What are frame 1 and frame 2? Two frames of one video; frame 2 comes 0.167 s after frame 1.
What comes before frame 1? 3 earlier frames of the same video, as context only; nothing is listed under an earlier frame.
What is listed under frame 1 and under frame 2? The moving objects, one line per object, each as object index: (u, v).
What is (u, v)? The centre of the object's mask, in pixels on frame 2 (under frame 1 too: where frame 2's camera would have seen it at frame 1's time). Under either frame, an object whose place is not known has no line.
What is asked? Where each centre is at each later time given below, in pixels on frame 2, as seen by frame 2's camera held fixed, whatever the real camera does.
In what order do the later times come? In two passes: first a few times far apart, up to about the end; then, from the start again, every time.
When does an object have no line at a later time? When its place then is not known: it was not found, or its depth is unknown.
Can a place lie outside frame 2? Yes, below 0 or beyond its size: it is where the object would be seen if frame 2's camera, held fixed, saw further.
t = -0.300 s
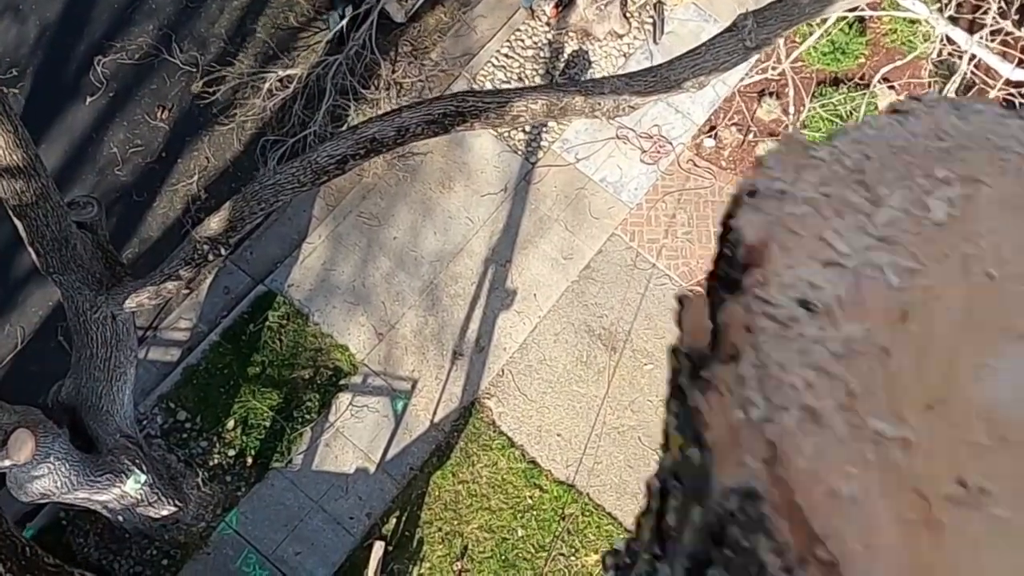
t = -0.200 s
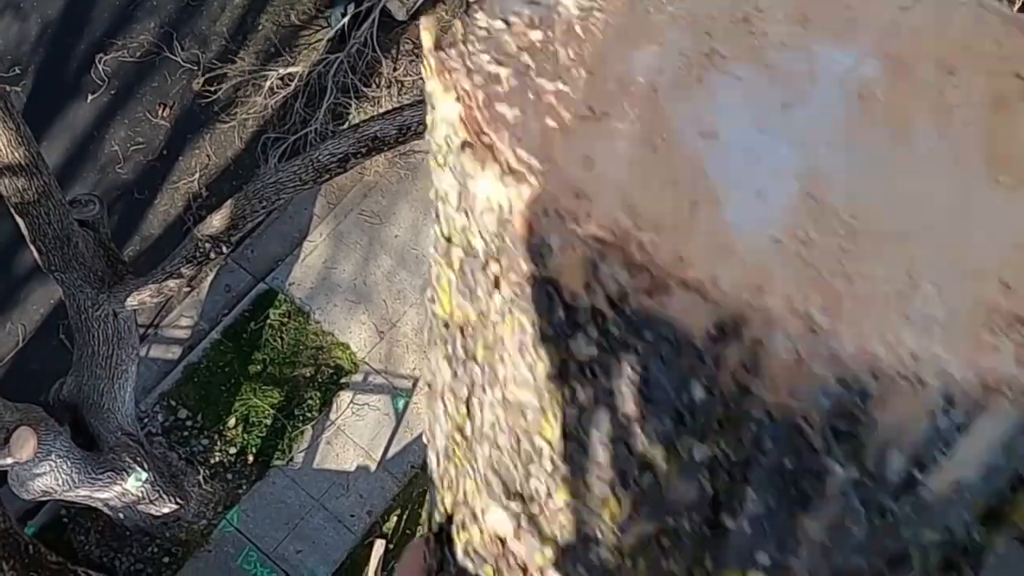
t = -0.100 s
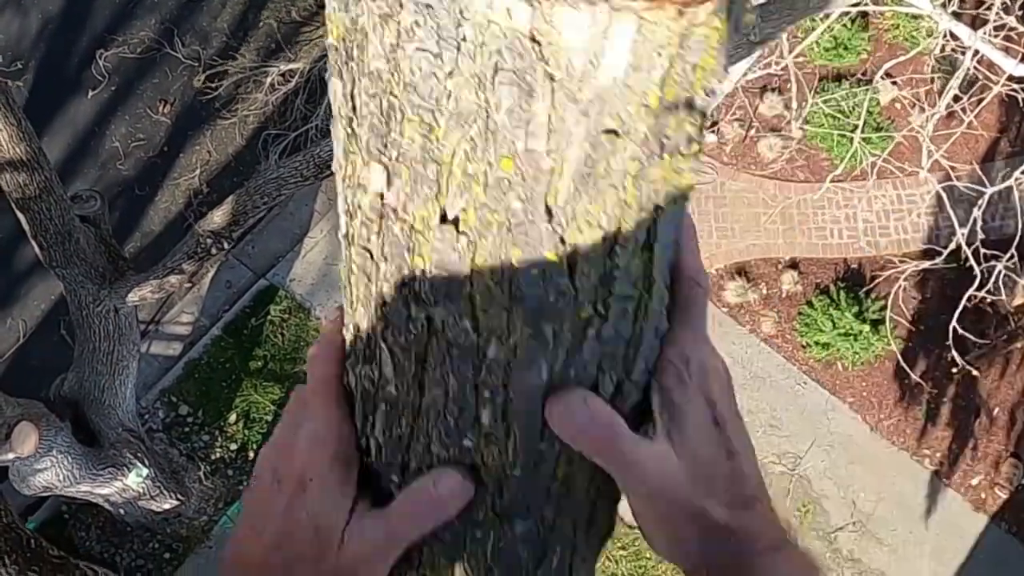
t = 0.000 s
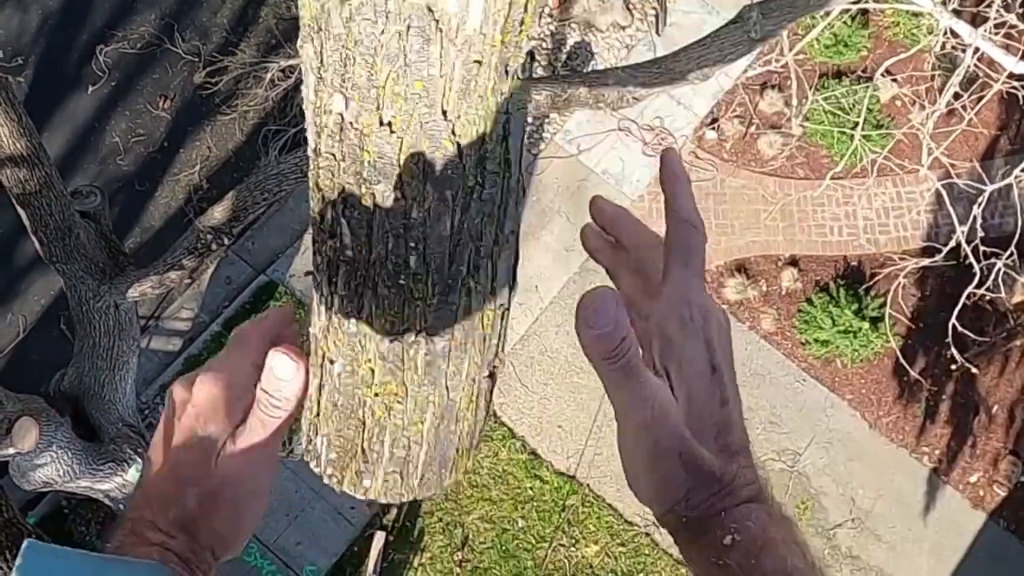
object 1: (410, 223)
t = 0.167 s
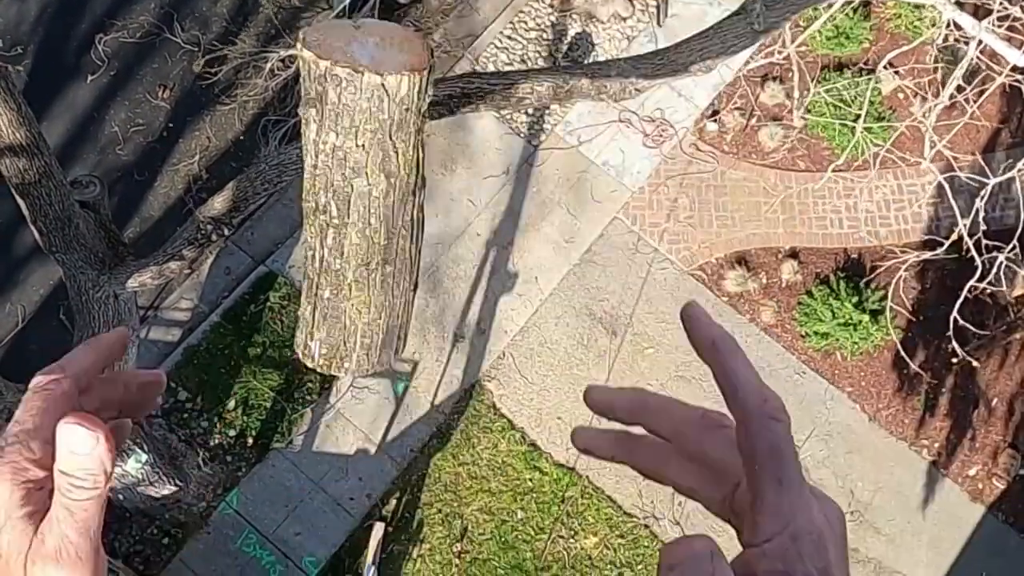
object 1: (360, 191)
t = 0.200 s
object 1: (356, 201)
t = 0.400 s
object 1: (348, 263)
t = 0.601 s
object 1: (348, 316)
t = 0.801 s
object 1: (349, 360)
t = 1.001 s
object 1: (354, 392)
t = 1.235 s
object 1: (356, 426)
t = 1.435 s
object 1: (362, 427)
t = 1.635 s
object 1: (355, 409)
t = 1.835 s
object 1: (351, 380)
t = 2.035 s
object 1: (348, 343)
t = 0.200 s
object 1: (356, 201)
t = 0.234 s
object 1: (353, 212)
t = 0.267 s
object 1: (352, 223)
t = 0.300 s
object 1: (350, 233)
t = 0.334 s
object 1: (349, 243)
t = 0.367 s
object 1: (350, 253)
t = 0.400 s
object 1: (348, 263)
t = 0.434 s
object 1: (348, 274)
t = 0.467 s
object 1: (348, 283)
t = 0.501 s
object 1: (348, 291)
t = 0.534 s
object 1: (348, 299)
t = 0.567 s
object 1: (348, 309)
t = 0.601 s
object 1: (348, 316)
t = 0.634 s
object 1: (348, 325)
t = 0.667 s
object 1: (348, 329)
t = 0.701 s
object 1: (348, 341)
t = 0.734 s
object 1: (348, 348)
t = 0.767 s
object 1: (349, 353)
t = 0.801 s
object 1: (349, 360)
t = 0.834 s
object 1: (350, 367)
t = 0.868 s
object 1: (350, 373)
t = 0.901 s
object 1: (351, 379)
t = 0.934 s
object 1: (351, 384)
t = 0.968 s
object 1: (352, 388)
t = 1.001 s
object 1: (354, 392)
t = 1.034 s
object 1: (352, 399)
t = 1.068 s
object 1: (353, 403)
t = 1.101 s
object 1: (354, 409)
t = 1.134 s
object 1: (354, 412)
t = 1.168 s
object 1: (354, 416)
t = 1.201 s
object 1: (355, 420)
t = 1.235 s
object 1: (356, 426)
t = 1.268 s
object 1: (357, 430)
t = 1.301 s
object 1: (359, 433)
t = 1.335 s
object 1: (363, 423)
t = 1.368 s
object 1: (357, 430)
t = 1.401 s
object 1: (356, 428)
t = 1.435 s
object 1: (362, 427)
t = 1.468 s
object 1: (357, 431)
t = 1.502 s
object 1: (357, 427)
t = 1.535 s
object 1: (356, 423)
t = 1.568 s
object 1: (356, 418)
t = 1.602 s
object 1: (354, 415)
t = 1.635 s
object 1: (355, 409)
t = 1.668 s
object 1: (353, 406)
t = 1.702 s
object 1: (351, 398)
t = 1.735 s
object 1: (349, 392)
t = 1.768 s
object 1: (351, 388)
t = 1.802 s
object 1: (352, 385)
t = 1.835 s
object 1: (351, 380)
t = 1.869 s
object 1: (350, 374)
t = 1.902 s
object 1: (350, 369)
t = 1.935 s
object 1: (350, 363)
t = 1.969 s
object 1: (349, 357)
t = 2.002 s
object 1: (349, 349)
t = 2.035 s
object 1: (348, 343)
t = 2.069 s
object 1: (349, 336)
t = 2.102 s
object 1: (349, 326)
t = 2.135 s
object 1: (348, 319)
